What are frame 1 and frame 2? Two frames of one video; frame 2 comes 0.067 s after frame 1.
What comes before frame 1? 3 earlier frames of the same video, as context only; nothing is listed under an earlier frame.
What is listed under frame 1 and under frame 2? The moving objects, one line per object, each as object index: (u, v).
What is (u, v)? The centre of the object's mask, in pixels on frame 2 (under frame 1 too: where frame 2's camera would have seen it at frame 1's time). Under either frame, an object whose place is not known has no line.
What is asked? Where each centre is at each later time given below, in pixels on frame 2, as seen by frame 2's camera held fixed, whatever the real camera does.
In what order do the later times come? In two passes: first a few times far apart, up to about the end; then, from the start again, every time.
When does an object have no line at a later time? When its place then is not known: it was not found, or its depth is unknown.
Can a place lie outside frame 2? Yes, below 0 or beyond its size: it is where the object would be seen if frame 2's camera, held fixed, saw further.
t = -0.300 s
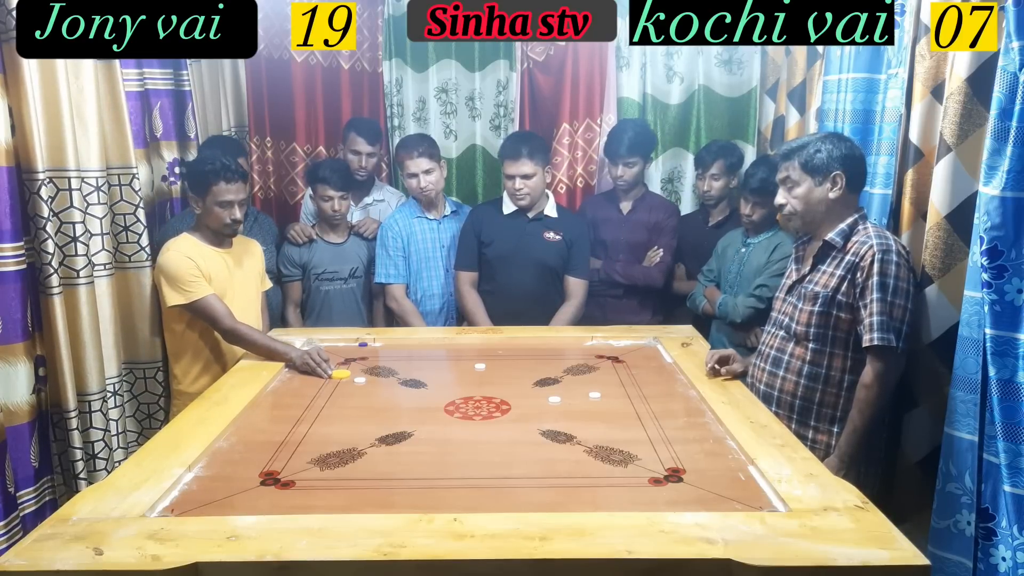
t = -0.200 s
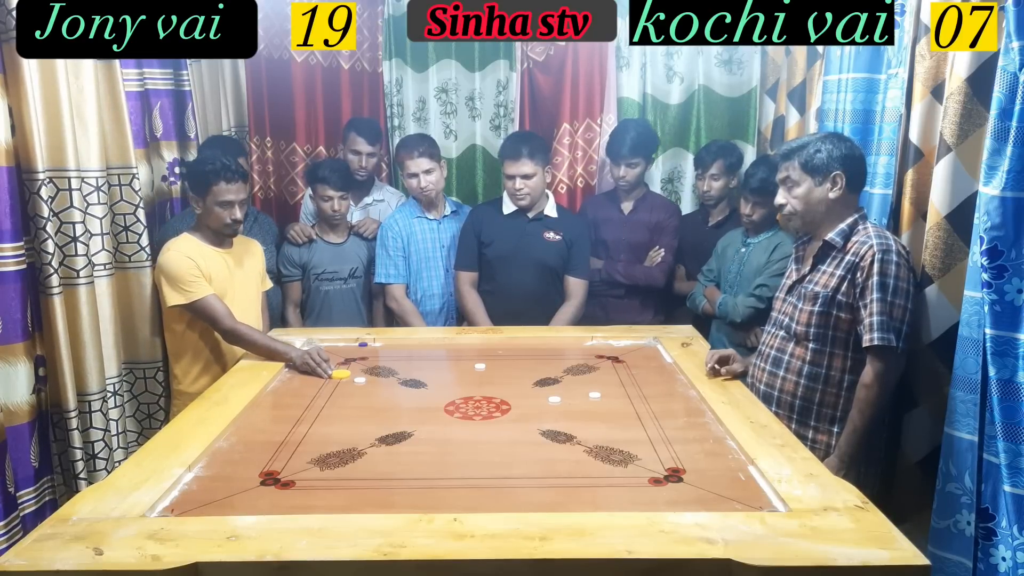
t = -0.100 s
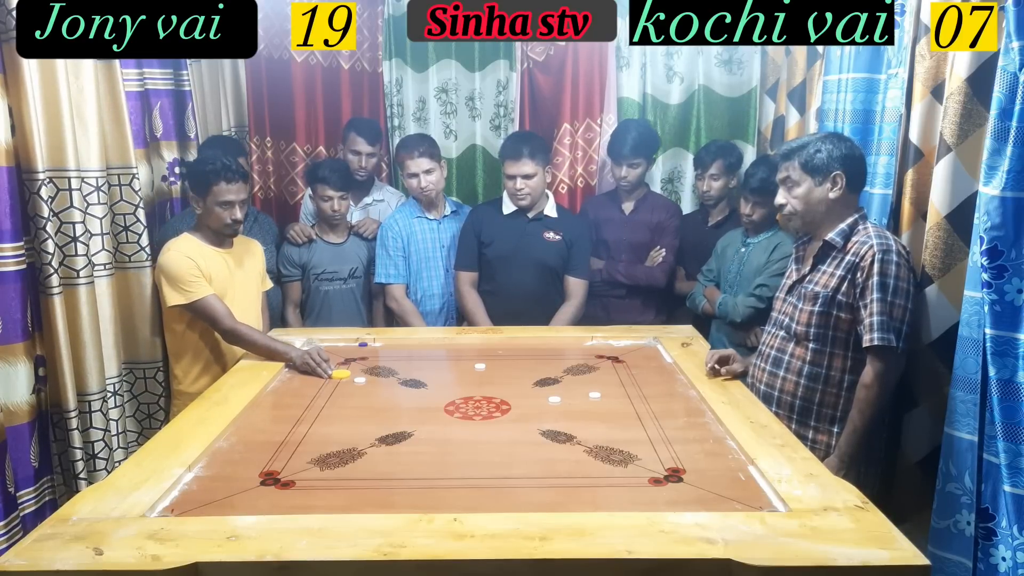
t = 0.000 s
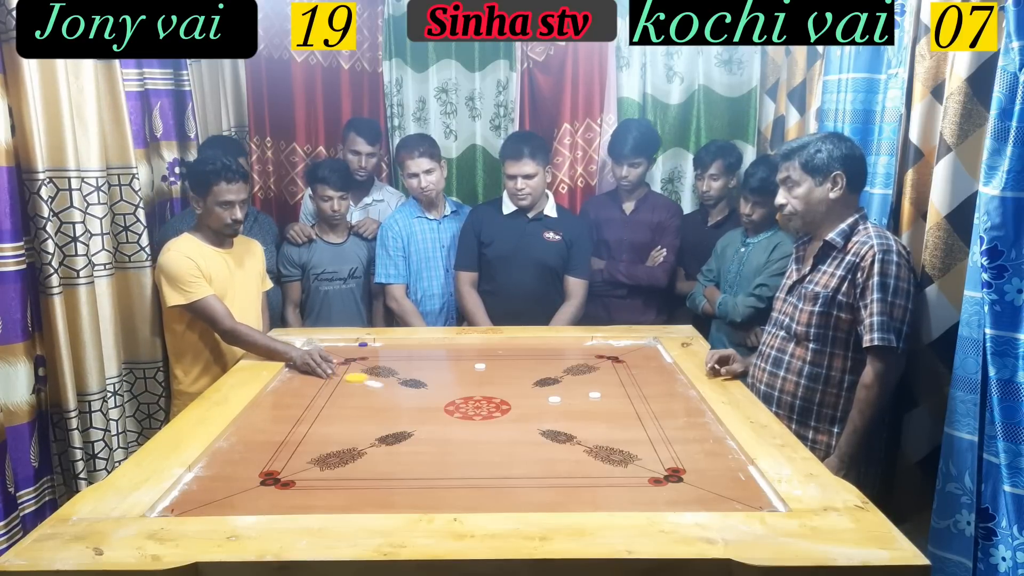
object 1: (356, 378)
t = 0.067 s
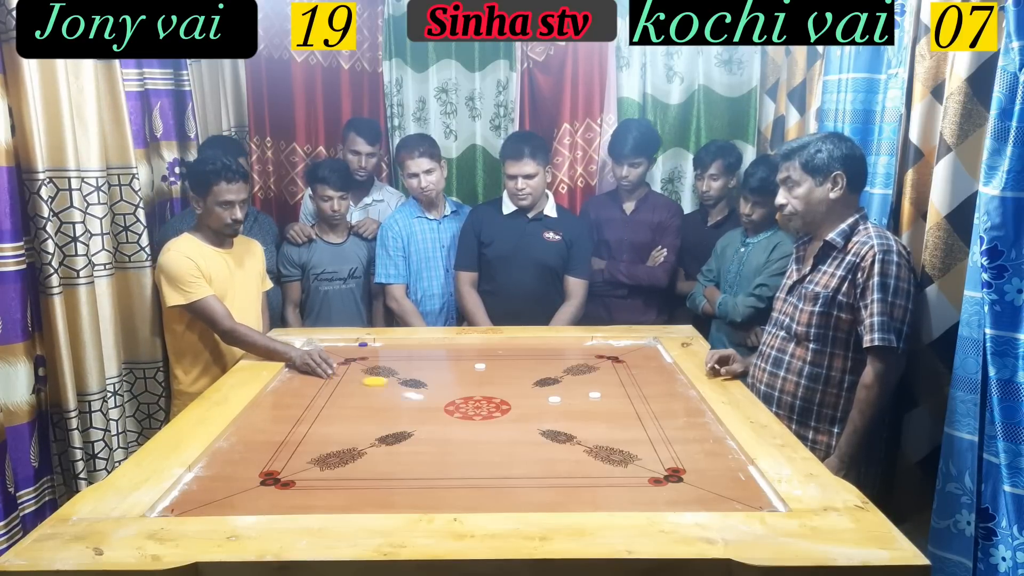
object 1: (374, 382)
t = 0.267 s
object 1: (426, 392)
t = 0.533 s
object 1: (478, 402)
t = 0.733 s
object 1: (503, 407)
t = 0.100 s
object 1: (384, 383)
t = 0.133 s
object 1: (393, 385)
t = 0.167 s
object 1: (402, 387)
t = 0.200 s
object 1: (410, 389)
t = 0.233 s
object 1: (418, 390)
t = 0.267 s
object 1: (426, 392)
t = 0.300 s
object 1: (434, 393)
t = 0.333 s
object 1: (441, 395)
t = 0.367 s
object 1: (448, 396)
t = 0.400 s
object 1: (454, 397)
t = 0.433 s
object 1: (461, 398)
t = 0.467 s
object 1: (467, 400)
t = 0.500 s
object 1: (473, 401)
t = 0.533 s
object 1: (478, 402)
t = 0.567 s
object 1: (482, 403)
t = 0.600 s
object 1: (487, 404)
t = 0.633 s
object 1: (491, 404)
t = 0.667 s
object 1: (496, 405)
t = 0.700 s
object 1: (500, 406)
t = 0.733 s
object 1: (503, 407)
